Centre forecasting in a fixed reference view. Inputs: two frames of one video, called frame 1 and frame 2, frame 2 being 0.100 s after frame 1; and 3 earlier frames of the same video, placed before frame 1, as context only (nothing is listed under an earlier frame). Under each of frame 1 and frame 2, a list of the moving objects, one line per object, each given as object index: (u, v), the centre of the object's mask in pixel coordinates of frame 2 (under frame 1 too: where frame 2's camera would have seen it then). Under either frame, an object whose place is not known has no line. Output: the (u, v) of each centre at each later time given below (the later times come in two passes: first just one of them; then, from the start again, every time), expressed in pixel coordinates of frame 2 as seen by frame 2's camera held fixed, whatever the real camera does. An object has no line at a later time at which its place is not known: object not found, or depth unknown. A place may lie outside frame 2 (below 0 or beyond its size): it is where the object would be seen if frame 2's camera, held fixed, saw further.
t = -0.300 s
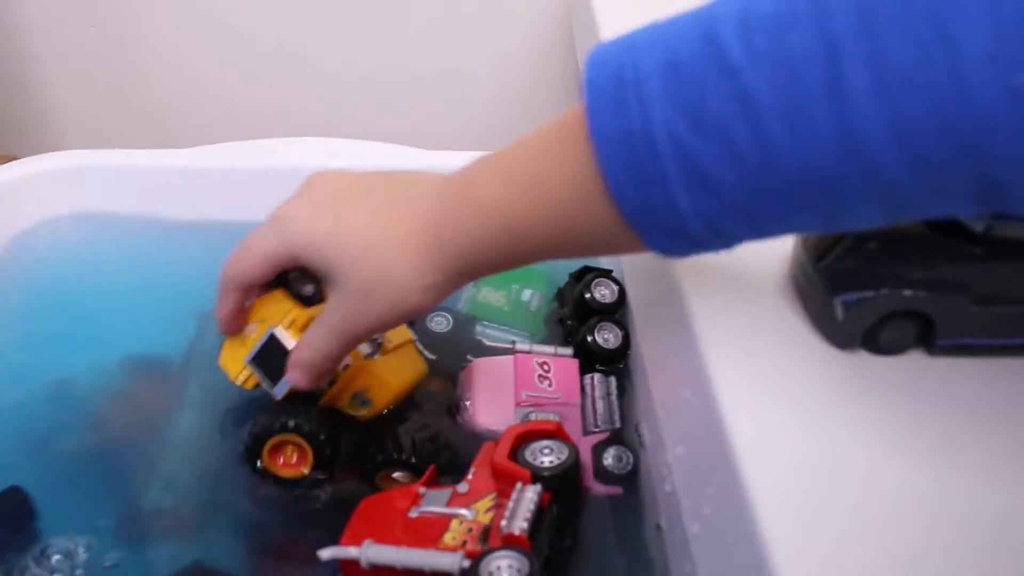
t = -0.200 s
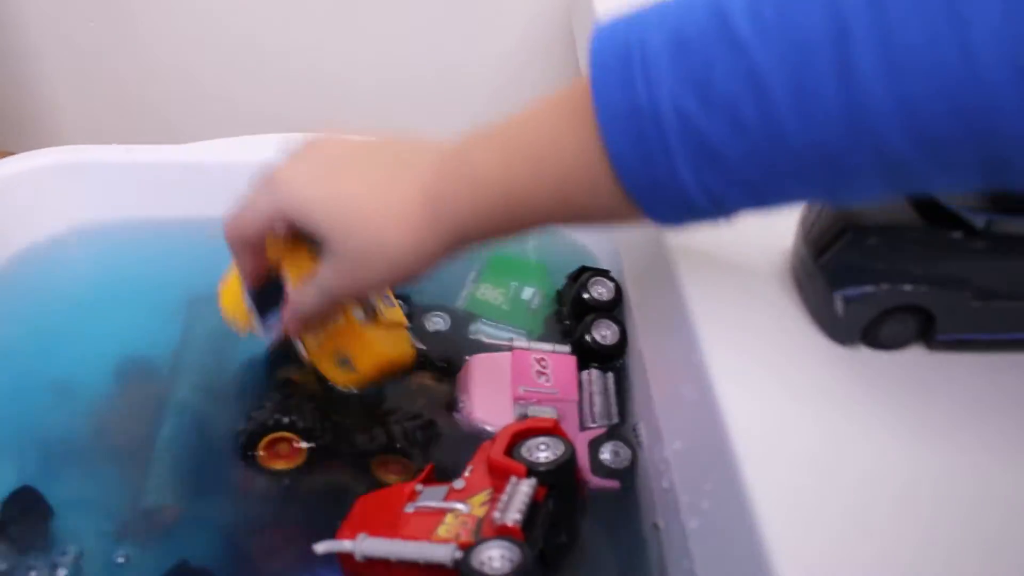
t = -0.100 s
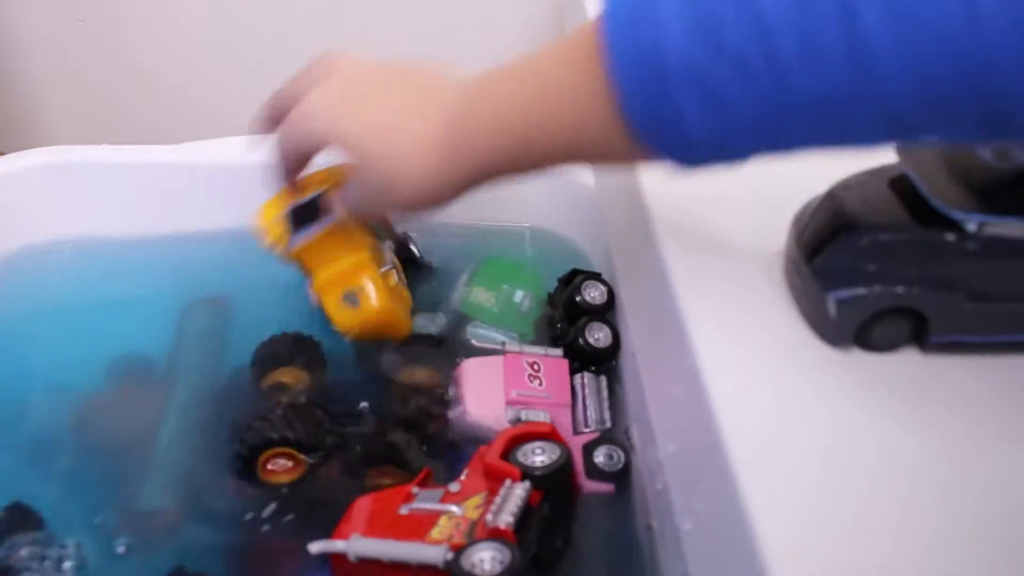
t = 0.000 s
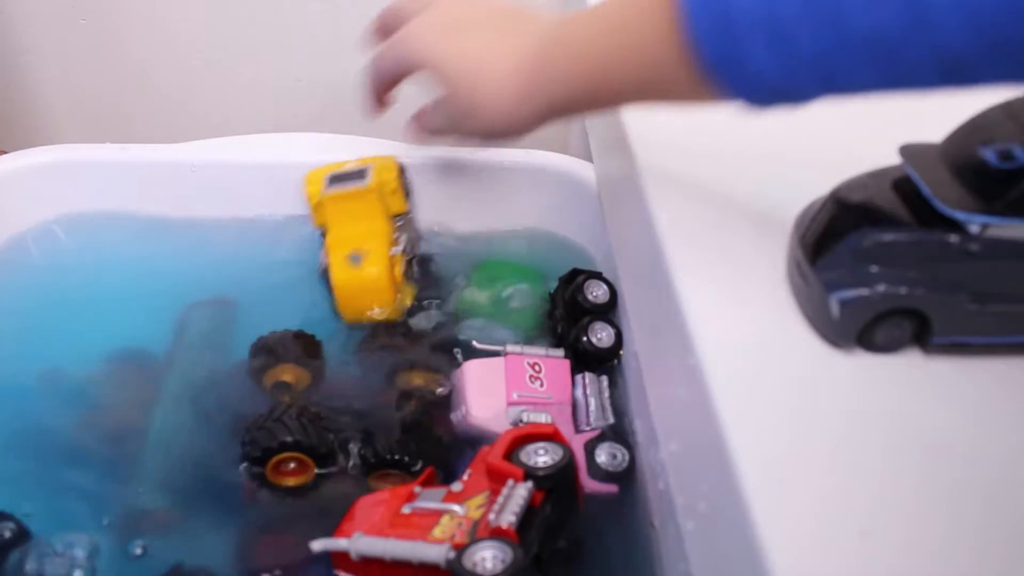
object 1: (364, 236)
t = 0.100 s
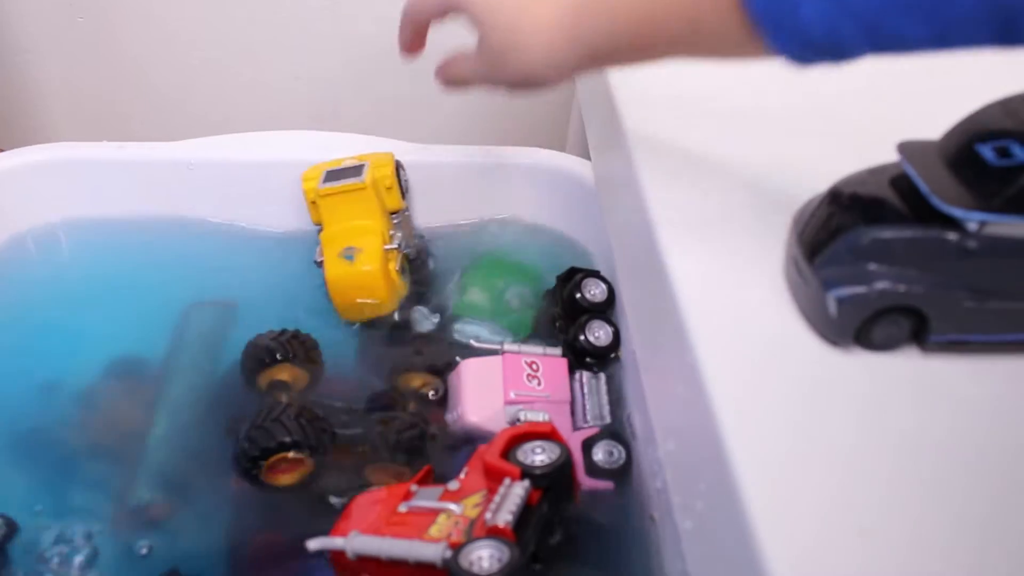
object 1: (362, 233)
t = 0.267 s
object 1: (346, 237)
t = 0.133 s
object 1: (360, 232)
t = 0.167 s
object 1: (358, 233)
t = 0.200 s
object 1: (355, 234)
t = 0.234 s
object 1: (351, 235)
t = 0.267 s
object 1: (346, 237)
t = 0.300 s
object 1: (340, 241)
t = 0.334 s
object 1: (331, 245)
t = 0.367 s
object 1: (321, 252)
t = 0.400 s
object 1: (312, 261)
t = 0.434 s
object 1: (303, 266)
